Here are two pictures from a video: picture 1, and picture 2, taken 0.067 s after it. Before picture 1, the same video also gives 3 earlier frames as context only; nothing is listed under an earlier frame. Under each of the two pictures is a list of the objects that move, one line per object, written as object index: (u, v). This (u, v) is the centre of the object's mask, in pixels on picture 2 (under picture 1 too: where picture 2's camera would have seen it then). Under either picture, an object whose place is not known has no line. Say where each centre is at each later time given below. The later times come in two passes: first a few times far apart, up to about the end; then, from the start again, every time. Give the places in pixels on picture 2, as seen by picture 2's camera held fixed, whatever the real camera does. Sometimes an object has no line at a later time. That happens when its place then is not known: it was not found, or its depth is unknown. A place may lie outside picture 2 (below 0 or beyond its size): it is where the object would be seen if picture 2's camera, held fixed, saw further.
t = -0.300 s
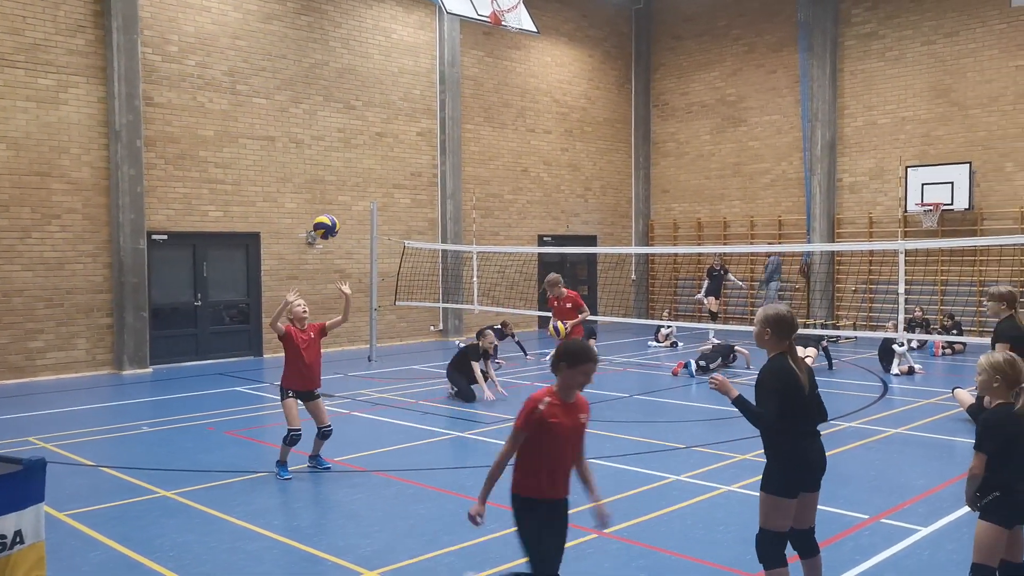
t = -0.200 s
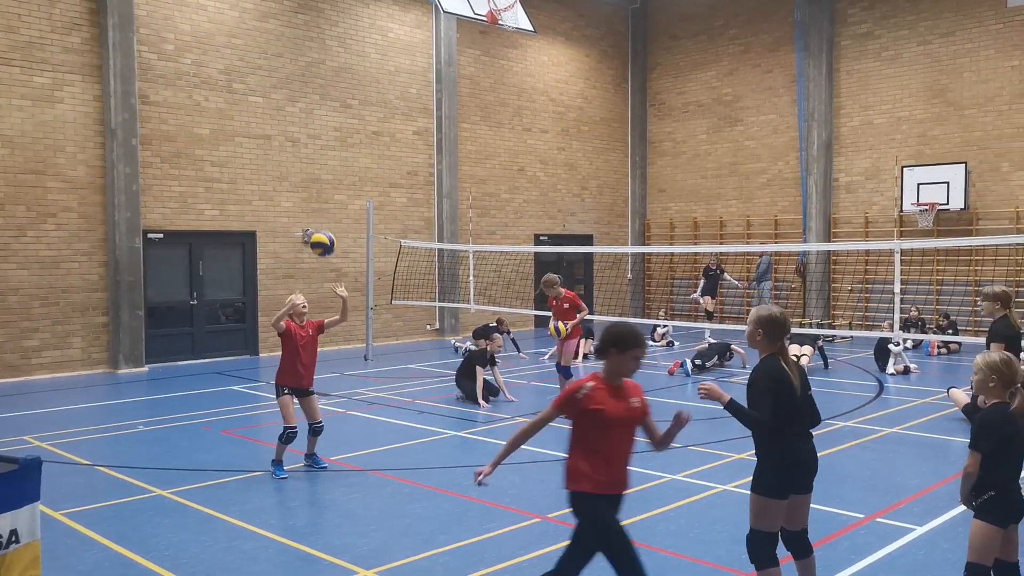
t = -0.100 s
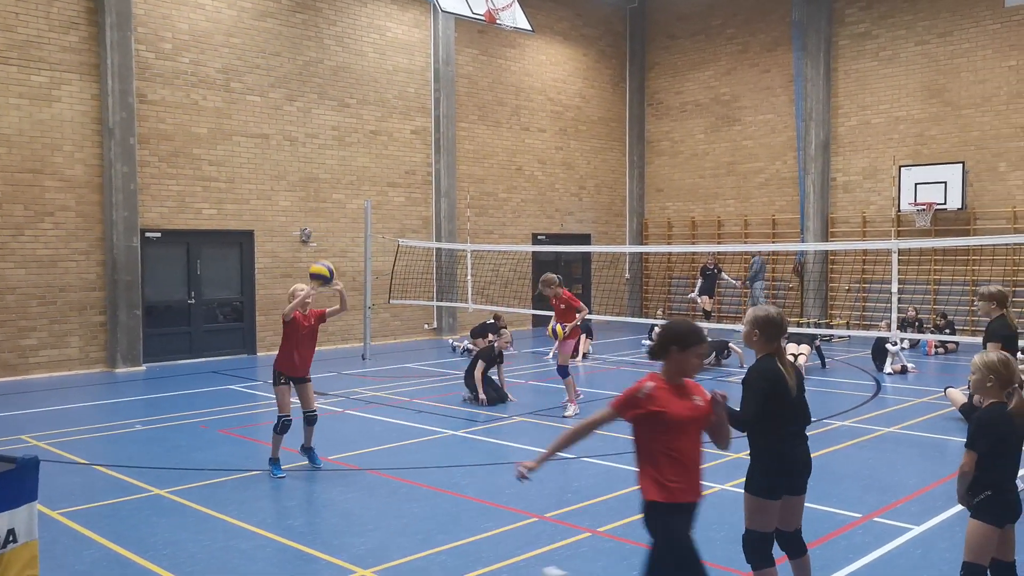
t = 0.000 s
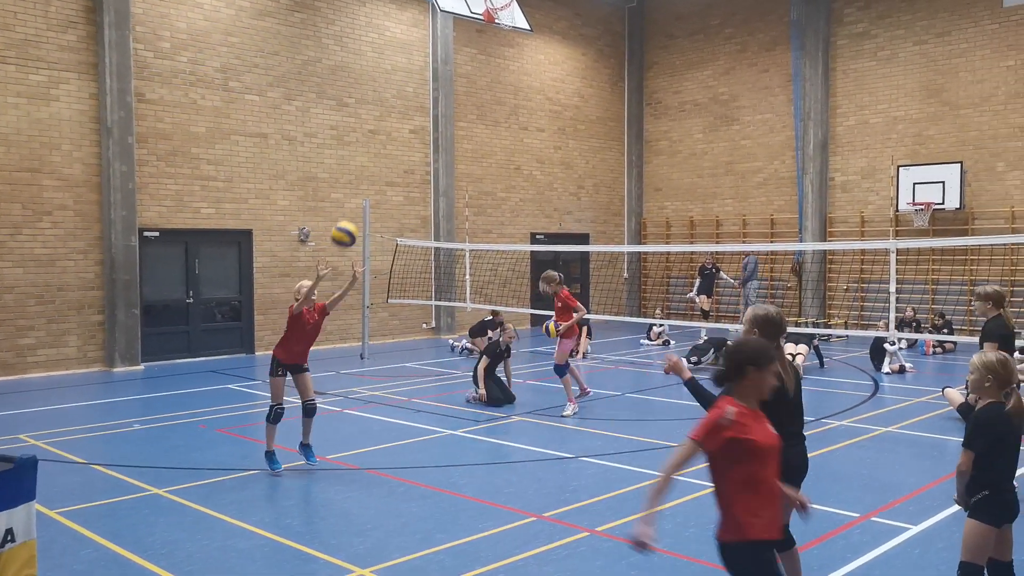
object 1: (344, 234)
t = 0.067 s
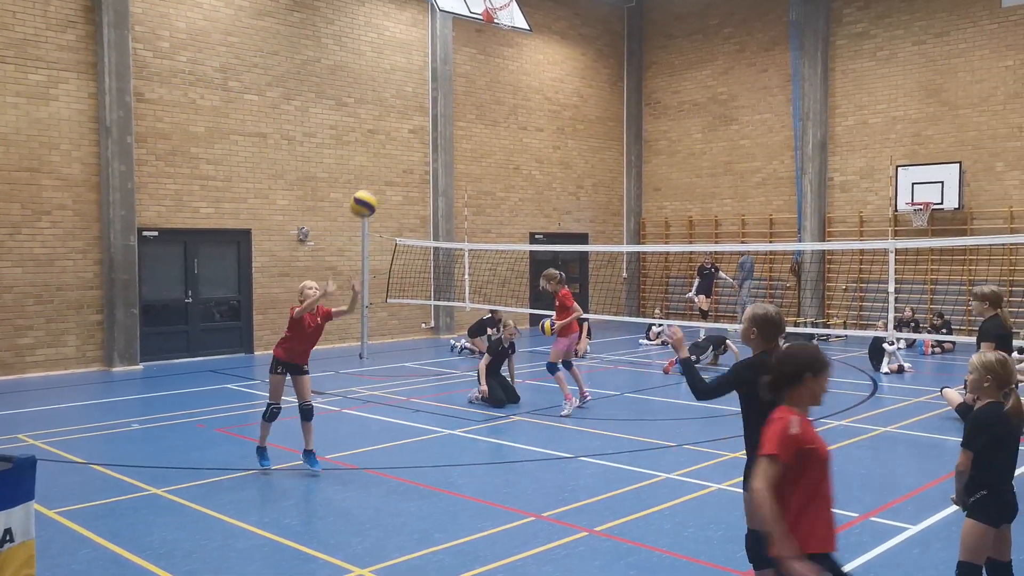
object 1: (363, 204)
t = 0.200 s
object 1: (408, 155)
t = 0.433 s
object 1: (494, 124)
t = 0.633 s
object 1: (585, 168)
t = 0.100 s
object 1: (374, 190)
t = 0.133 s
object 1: (385, 177)
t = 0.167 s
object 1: (397, 166)
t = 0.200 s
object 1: (408, 155)
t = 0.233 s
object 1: (419, 147)
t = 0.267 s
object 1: (431, 140)
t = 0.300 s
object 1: (443, 134)
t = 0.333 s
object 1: (455, 129)
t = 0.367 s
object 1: (468, 126)
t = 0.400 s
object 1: (481, 124)
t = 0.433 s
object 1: (494, 124)
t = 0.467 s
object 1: (508, 125)
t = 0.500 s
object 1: (522, 130)
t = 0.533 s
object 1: (537, 136)
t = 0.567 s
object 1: (553, 145)
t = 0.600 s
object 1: (568, 155)
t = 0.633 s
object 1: (585, 168)
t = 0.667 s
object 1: (602, 183)
